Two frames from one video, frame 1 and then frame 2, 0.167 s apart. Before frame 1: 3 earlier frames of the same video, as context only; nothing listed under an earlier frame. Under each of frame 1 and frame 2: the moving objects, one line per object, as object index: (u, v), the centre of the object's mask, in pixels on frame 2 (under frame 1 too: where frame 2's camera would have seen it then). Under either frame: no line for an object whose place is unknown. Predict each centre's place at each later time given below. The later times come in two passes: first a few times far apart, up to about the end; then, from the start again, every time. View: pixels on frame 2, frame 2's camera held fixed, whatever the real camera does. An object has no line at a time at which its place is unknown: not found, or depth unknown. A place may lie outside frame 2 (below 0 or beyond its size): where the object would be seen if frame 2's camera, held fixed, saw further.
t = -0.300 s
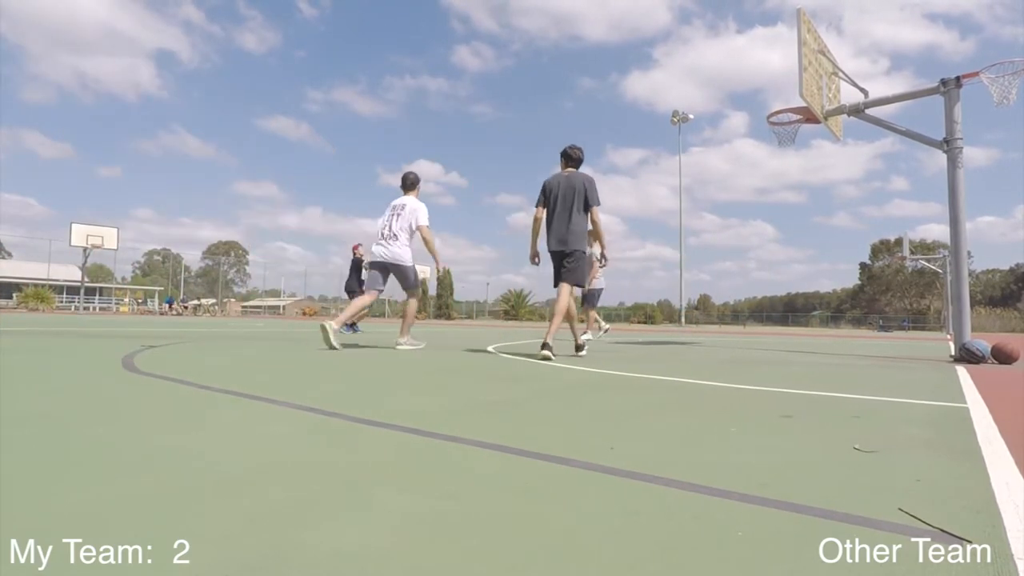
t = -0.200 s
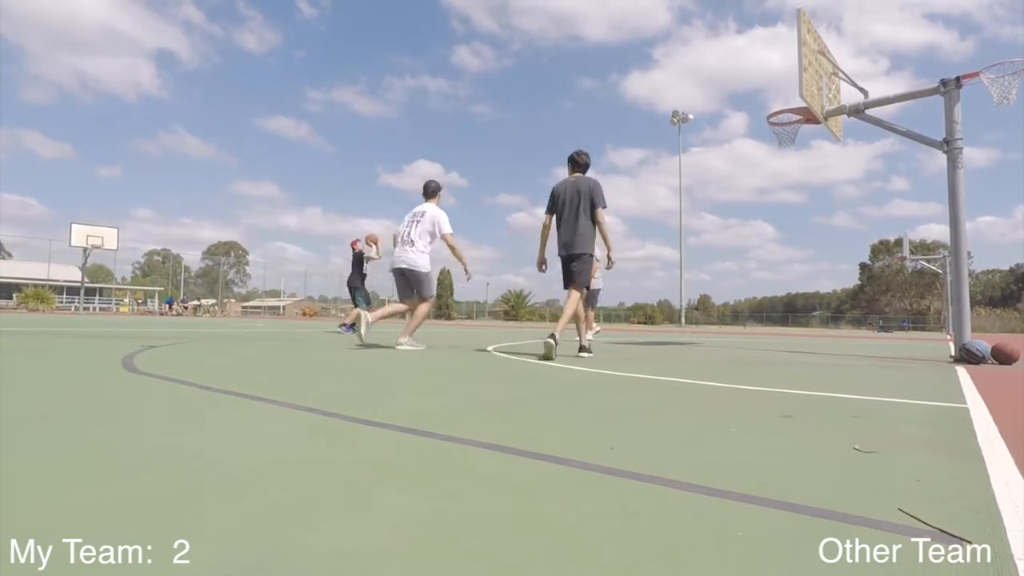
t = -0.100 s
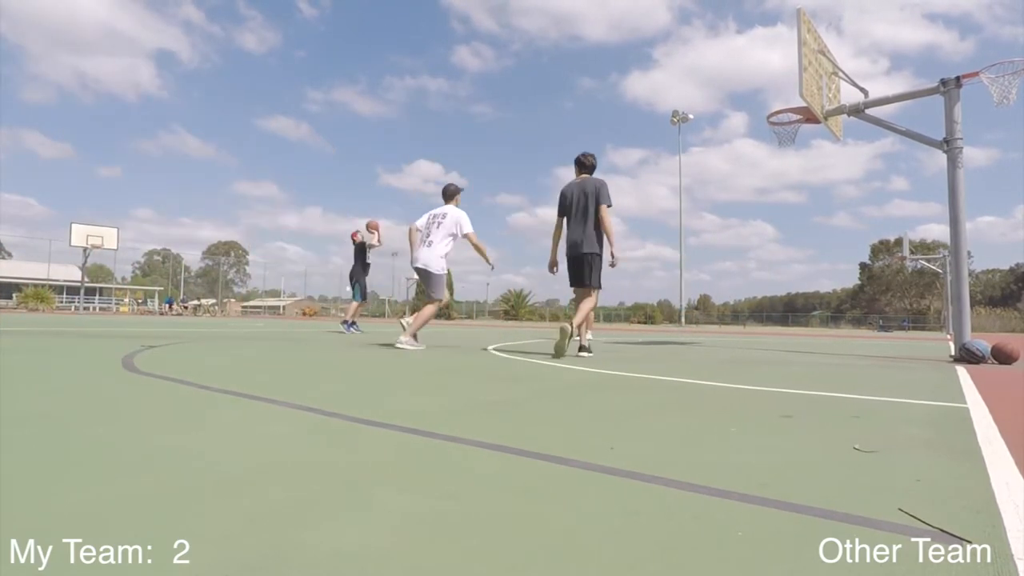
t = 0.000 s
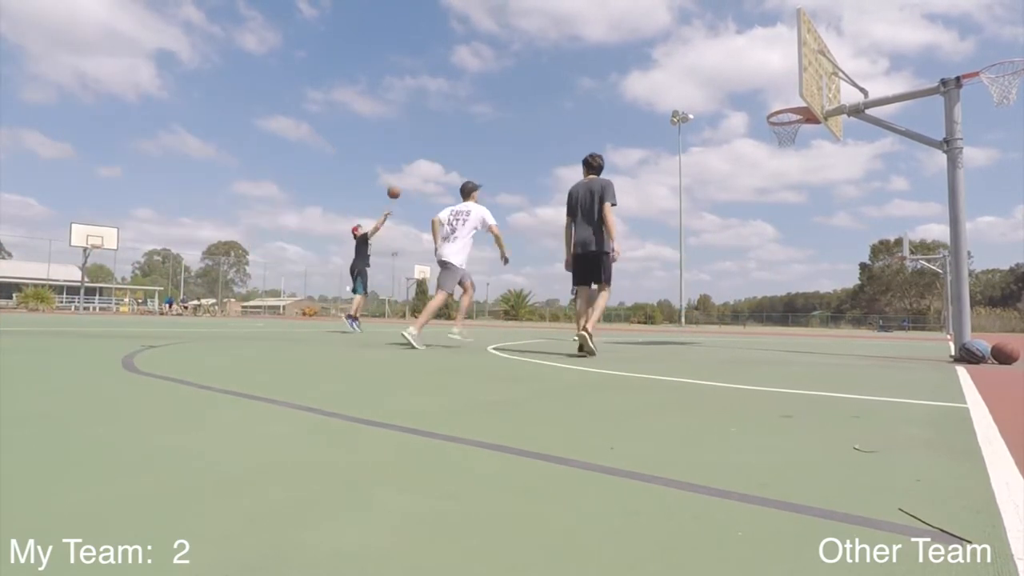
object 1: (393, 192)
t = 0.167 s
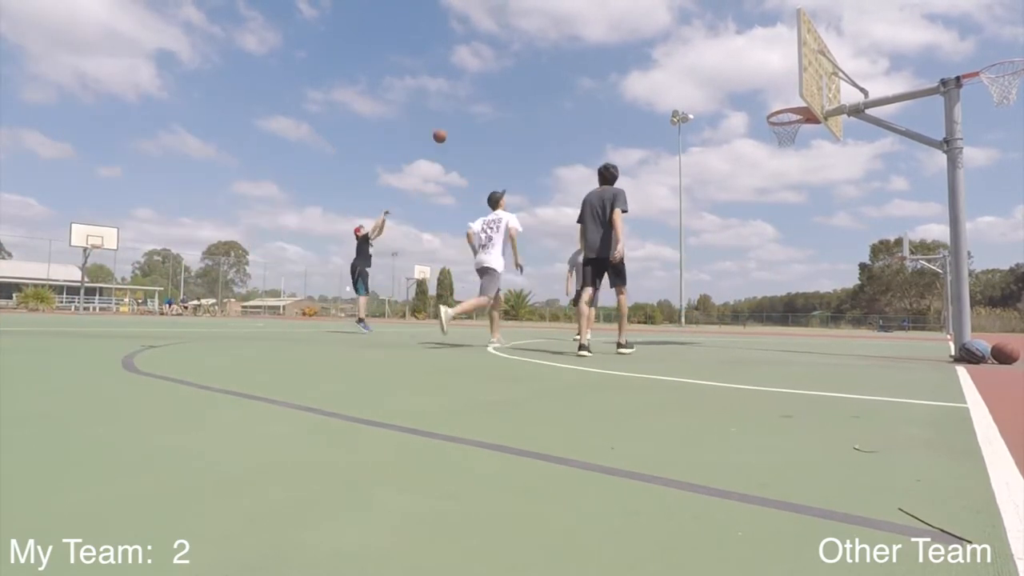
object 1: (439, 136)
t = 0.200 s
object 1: (449, 127)
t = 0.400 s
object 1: (506, 78)
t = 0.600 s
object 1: (566, 50)
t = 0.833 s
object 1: (641, 46)
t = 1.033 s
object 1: (712, 73)
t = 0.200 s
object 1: (449, 127)
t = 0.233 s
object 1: (458, 117)
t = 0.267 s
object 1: (467, 109)
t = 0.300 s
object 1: (477, 100)
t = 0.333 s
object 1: (486, 92)
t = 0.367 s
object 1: (496, 85)
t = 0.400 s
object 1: (506, 78)
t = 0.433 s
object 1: (515, 72)
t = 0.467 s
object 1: (525, 67)
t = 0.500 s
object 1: (536, 61)
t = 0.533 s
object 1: (546, 56)
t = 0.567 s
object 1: (556, 52)
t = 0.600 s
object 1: (566, 50)
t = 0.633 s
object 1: (576, 47)
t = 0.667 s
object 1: (587, 45)
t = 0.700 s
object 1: (597, 44)
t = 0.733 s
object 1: (608, 43)
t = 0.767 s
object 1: (619, 43)
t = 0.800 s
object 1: (630, 44)
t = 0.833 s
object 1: (641, 46)
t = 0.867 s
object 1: (652, 49)
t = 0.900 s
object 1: (664, 52)
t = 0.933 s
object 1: (676, 56)
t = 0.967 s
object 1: (688, 60)
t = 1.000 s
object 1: (700, 66)
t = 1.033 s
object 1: (712, 73)
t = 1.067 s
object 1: (725, 81)
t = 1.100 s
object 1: (737, 89)
